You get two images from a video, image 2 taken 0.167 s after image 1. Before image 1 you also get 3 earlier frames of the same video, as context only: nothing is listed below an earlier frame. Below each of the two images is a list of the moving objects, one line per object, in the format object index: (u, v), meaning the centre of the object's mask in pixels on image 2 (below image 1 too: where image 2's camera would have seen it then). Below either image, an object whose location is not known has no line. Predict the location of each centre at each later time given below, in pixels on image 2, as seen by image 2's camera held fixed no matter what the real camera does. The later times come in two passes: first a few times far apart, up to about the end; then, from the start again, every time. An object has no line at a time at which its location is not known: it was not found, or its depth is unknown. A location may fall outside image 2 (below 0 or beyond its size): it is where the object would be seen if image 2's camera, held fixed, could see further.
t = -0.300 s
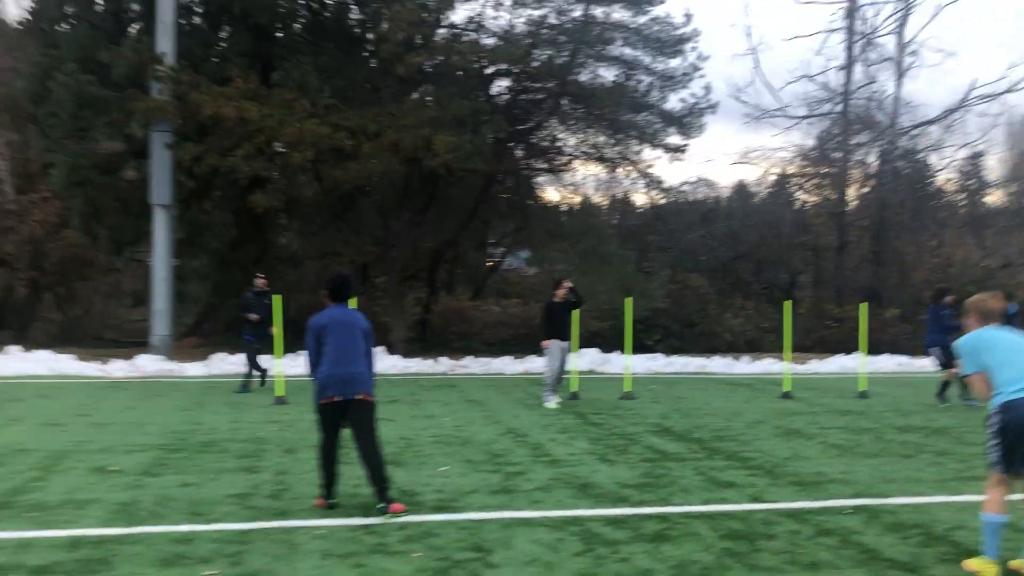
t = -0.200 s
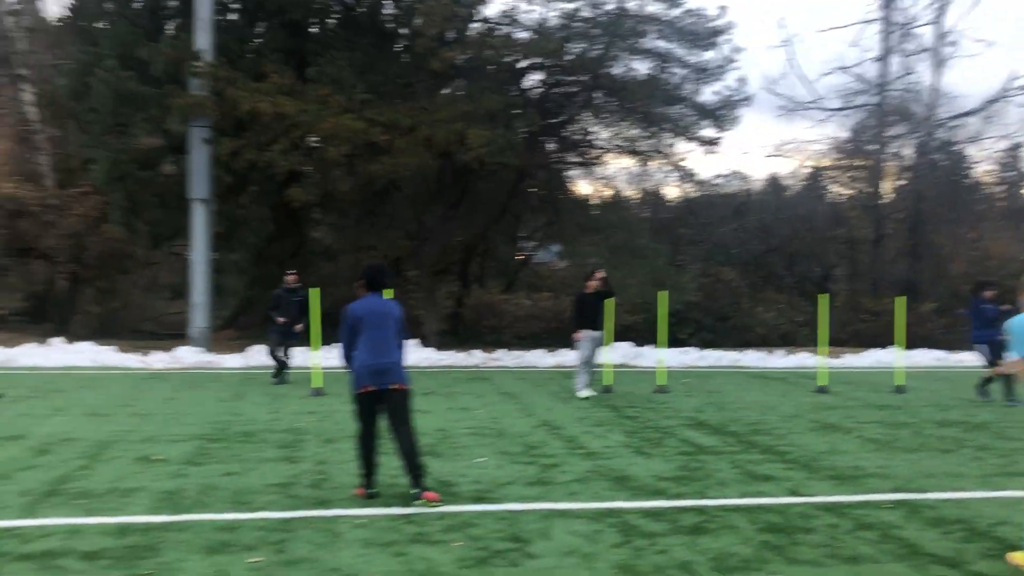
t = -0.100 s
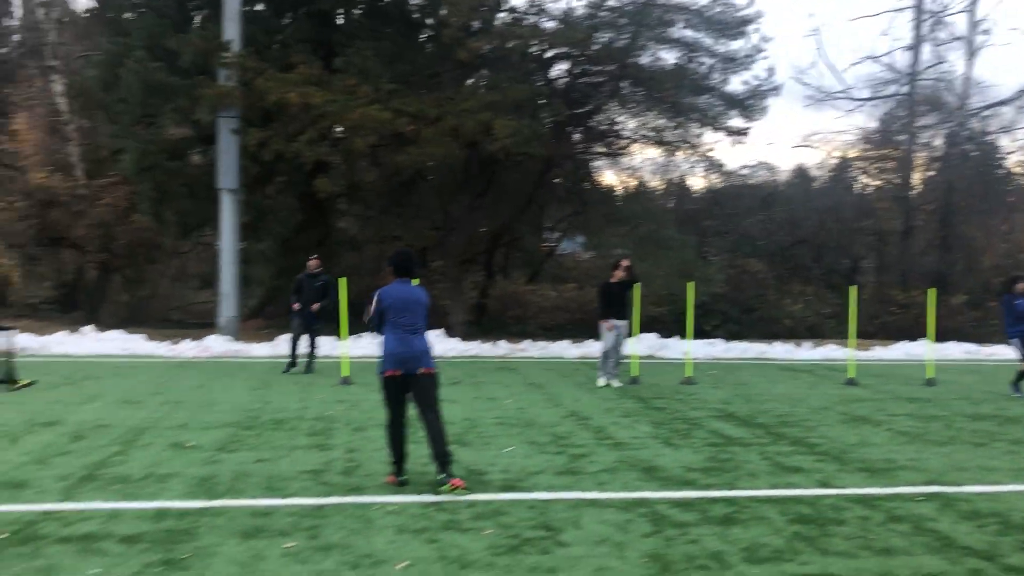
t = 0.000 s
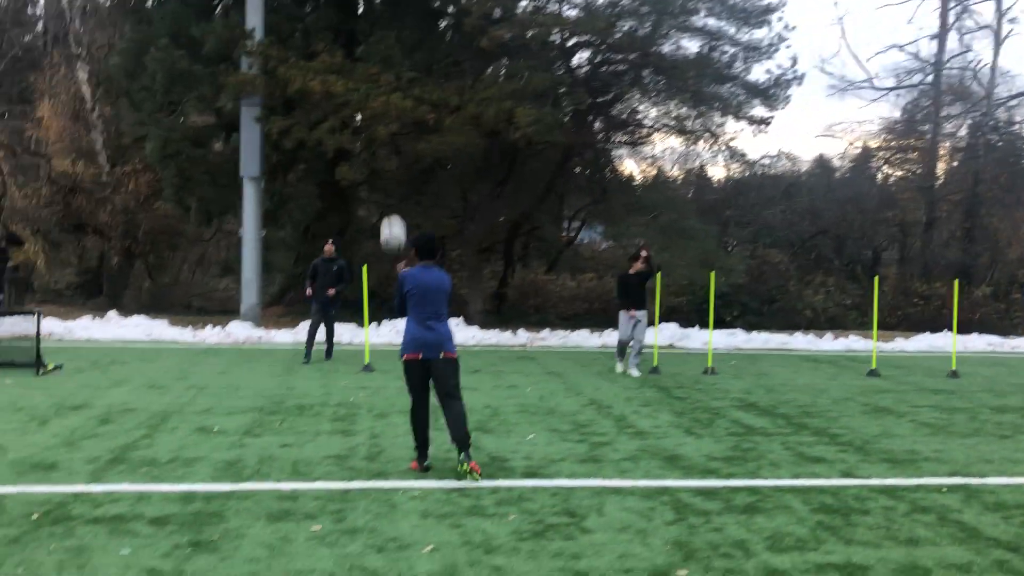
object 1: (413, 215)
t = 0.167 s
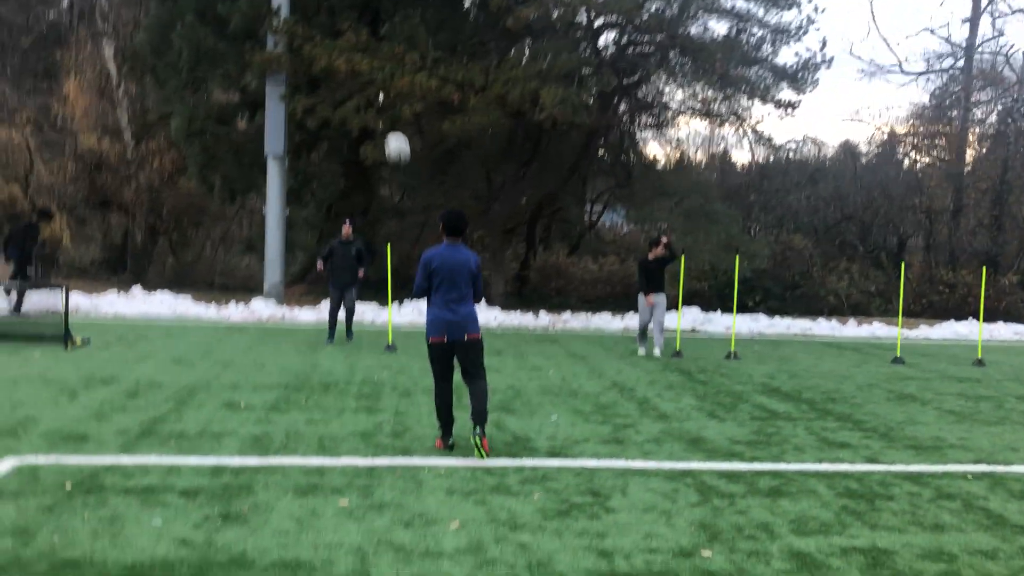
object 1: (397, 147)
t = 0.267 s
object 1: (387, 128)
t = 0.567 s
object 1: (357, 134)
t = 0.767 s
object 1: (340, 180)
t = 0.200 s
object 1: (393, 140)
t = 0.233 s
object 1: (390, 133)
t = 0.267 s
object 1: (387, 128)
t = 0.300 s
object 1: (383, 124)
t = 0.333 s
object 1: (380, 122)
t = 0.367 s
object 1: (377, 121)
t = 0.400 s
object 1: (373, 121)
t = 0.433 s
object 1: (370, 122)
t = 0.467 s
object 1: (367, 123)
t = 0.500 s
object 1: (364, 126)
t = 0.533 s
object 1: (360, 130)
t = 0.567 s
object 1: (357, 134)
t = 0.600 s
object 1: (354, 140)
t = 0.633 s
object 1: (351, 146)
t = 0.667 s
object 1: (348, 154)
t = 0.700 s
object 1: (345, 162)
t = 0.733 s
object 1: (343, 171)
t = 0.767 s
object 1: (340, 180)
